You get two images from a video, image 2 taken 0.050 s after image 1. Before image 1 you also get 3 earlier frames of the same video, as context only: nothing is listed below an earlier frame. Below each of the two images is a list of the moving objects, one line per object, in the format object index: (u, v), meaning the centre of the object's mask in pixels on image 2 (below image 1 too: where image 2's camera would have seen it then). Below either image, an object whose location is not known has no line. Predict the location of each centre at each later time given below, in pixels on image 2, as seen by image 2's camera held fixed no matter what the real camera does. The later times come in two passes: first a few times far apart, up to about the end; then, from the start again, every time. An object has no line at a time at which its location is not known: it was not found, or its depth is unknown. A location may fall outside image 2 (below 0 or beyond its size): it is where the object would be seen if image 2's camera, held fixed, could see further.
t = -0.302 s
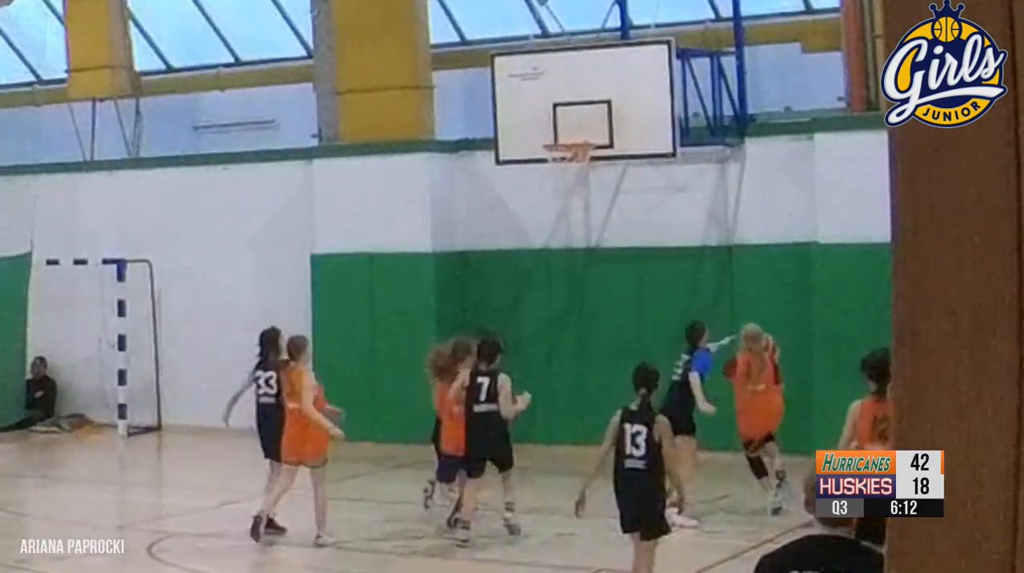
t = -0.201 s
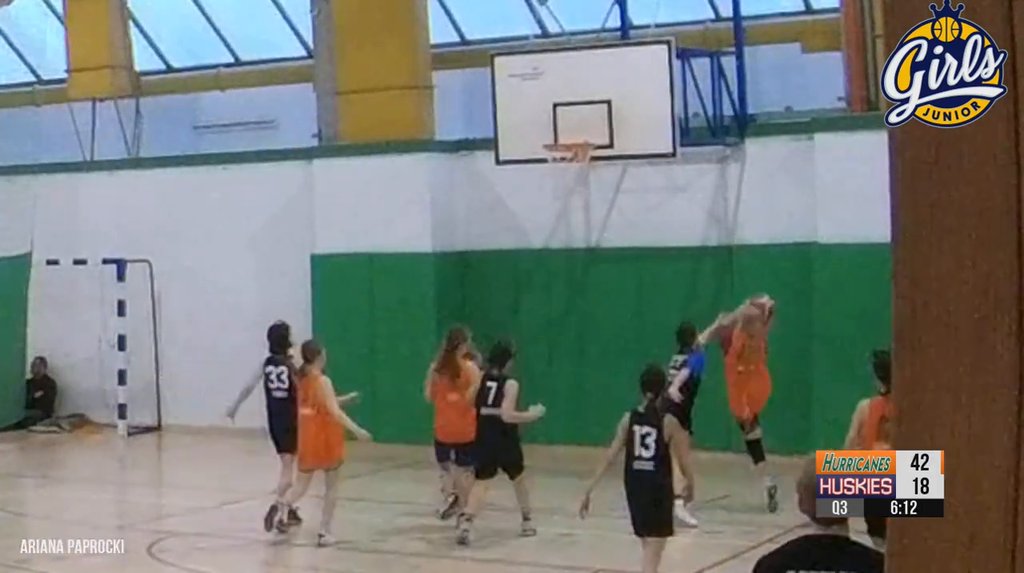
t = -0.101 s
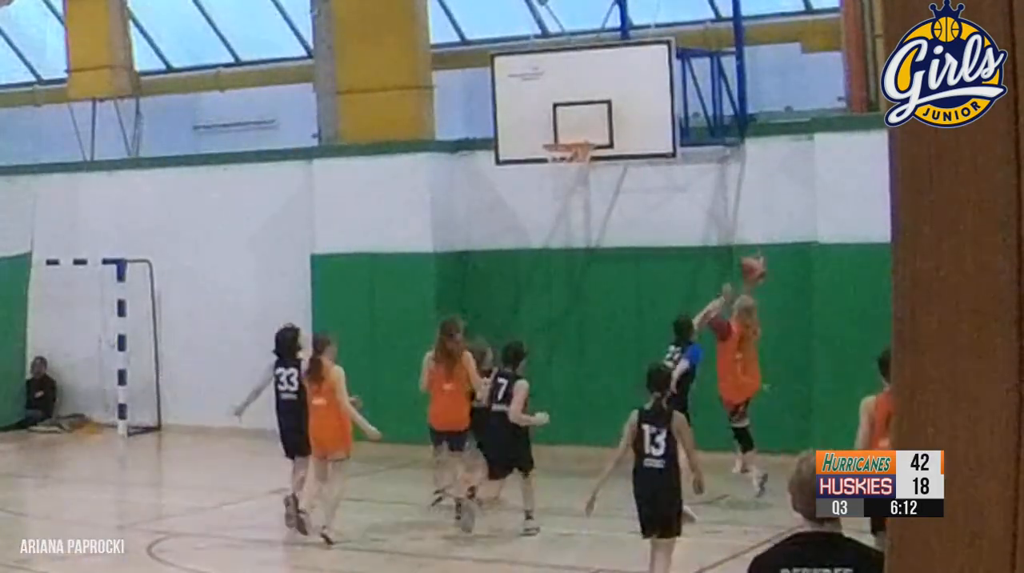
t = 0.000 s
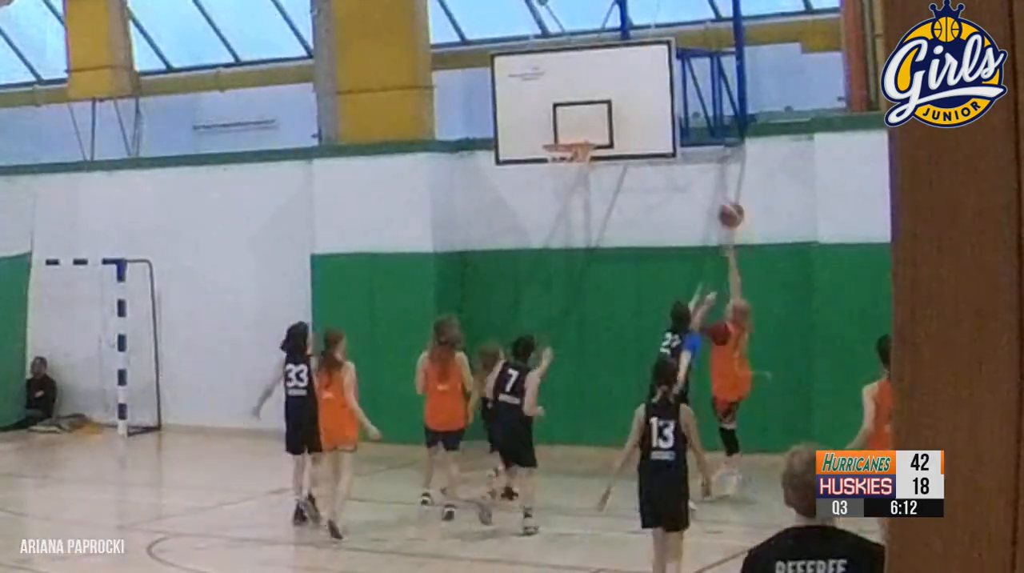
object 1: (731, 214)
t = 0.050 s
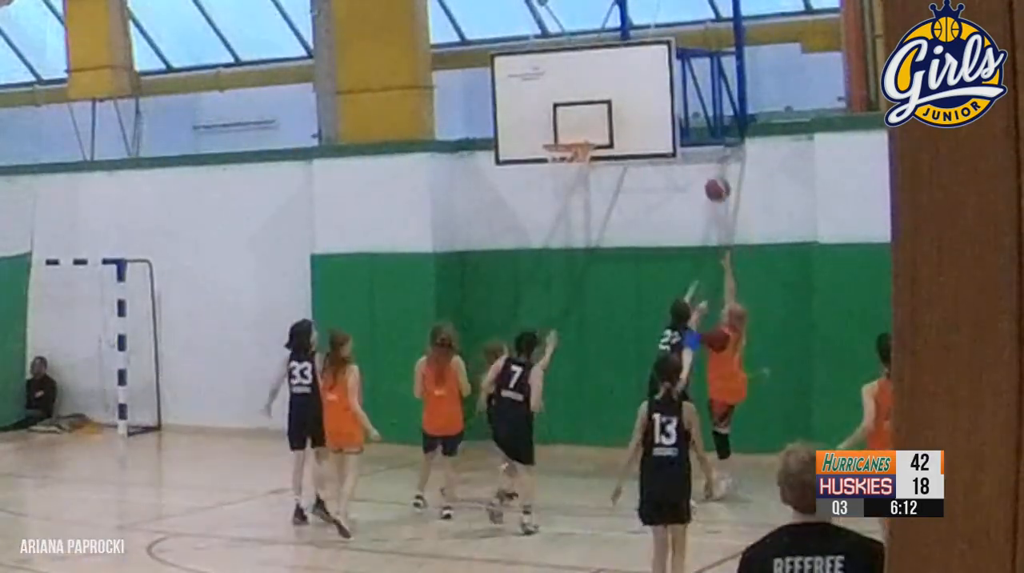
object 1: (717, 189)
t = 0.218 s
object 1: (676, 129)
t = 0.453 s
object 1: (620, 102)
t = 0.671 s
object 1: (578, 124)
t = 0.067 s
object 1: (713, 181)
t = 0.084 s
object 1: (709, 175)
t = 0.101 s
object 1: (704, 168)
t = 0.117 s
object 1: (701, 163)
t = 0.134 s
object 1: (695, 154)
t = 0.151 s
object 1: (692, 149)
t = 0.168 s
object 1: (688, 143)
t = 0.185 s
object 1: (685, 139)
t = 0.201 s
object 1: (680, 135)
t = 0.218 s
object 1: (676, 129)
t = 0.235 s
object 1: (670, 126)
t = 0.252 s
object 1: (667, 122)
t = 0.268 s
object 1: (663, 118)
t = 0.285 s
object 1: (659, 115)
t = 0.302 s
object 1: (654, 112)
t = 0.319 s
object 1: (650, 110)
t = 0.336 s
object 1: (647, 108)
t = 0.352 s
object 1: (643, 106)
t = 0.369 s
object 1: (639, 105)
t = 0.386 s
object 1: (635, 104)
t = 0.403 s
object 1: (631, 103)
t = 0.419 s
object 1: (627, 103)
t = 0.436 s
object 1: (623, 101)
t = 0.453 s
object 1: (620, 102)
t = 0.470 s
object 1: (616, 102)
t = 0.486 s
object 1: (612, 103)
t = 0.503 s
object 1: (608, 104)
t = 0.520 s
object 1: (605, 105)
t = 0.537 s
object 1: (601, 107)
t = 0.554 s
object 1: (599, 108)
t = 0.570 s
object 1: (594, 111)
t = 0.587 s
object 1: (592, 112)
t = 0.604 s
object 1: (588, 115)
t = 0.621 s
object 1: (585, 116)
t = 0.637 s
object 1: (583, 118)
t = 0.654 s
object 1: (580, 121)
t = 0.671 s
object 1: (578, 124)
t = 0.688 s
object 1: (575, 127)
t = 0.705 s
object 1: (573, 131)
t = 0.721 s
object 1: (570, 133)
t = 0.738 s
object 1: (568, 133)
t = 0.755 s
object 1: (567, 133)
